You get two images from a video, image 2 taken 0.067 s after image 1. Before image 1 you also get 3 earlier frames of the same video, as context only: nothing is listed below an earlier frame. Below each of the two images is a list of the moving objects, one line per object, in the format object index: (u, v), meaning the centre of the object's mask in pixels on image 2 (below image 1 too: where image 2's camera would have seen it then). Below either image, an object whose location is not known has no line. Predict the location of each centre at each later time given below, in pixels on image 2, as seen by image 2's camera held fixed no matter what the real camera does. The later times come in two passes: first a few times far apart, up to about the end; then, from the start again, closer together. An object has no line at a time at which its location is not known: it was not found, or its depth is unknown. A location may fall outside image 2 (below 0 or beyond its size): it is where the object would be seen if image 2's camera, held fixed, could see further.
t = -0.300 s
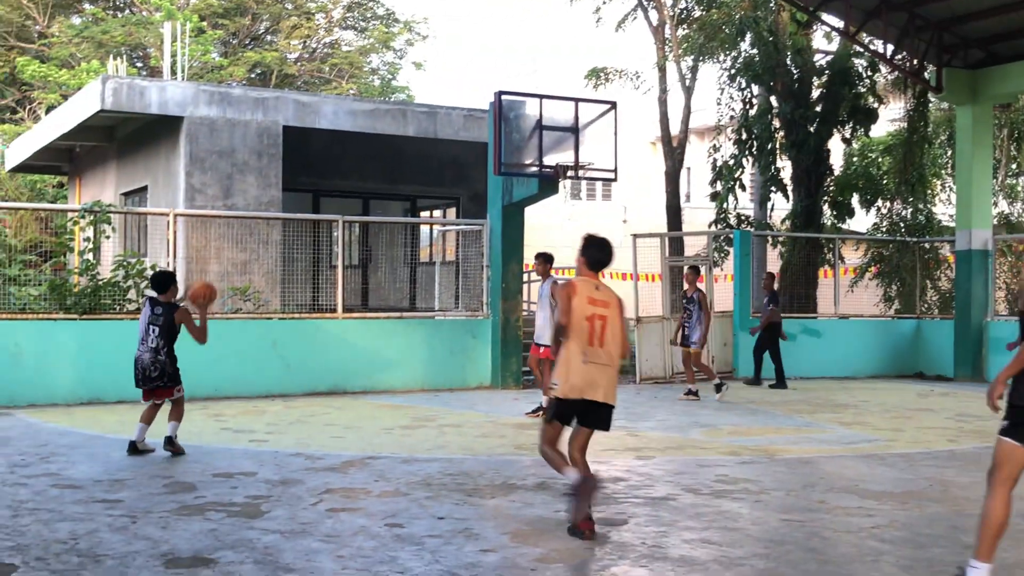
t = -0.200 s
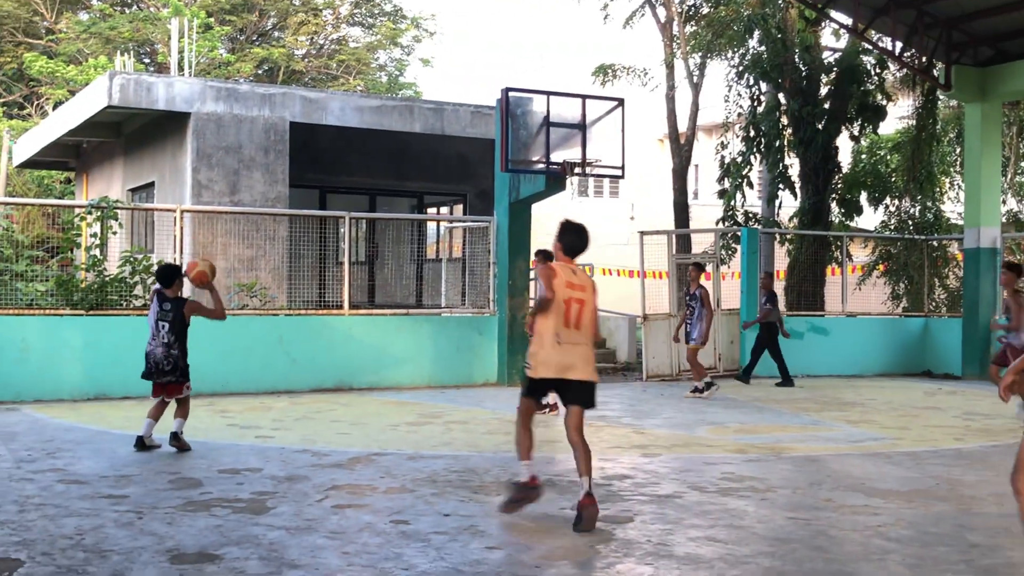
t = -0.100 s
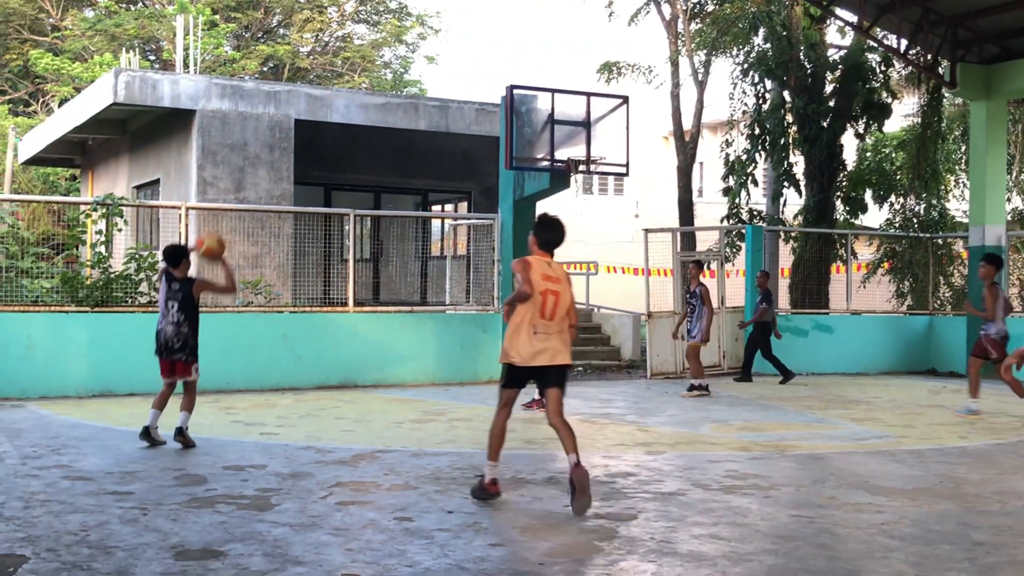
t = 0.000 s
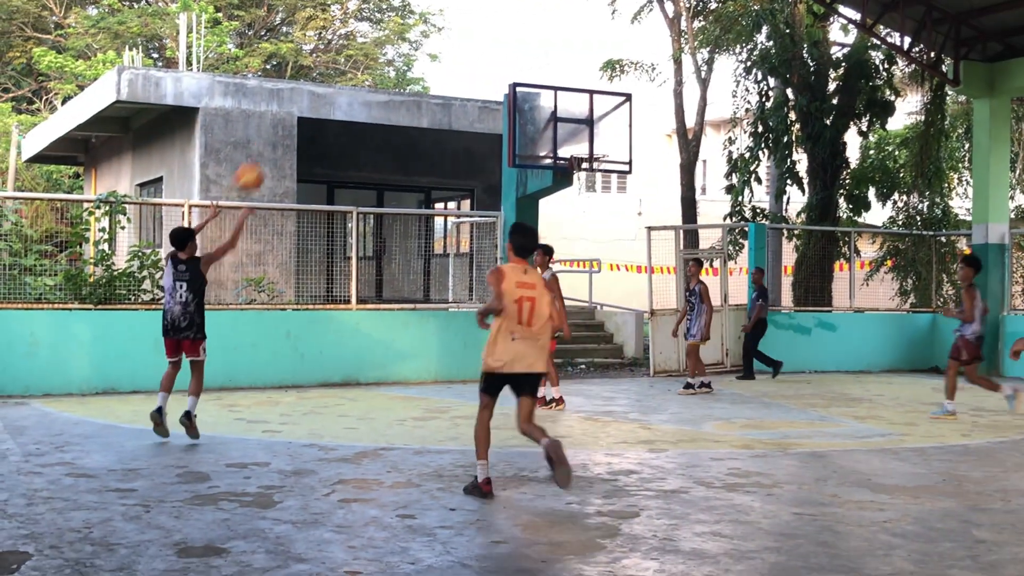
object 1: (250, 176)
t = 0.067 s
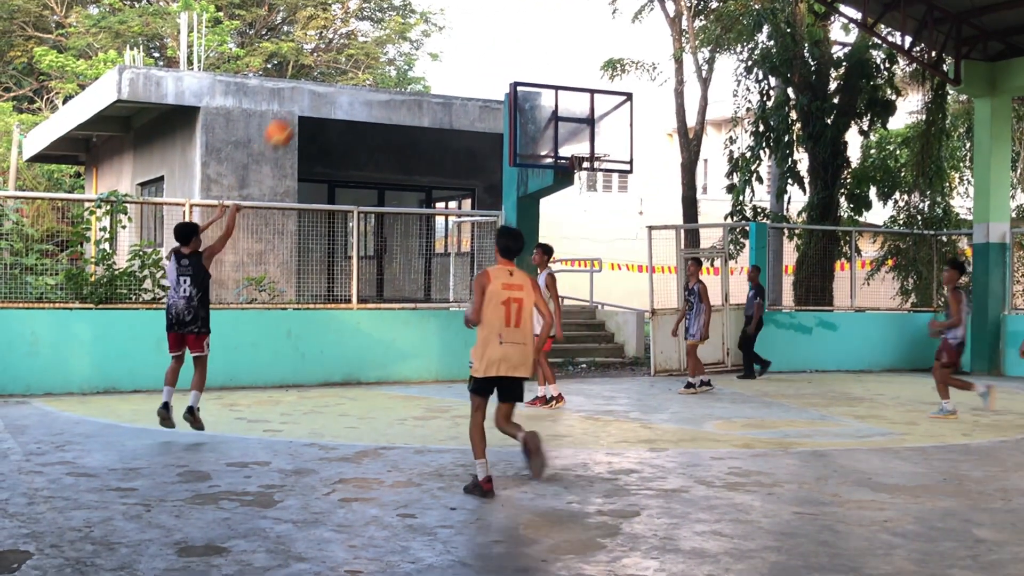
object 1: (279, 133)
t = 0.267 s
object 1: (354, 44)
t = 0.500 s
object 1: (429, 7)
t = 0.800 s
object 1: (508, 30)
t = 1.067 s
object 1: (565, 109)
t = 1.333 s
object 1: (606, 165)
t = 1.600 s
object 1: (596, 179)
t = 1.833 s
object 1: (579, 199)
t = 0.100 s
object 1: (292, 114)
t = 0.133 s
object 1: (305, 97)
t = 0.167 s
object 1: (318, 81)
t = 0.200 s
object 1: (329, 68)
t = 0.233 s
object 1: (342, 54)
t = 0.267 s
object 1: (354, 44)
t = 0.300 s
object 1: (365, 34)
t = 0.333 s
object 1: (377, 27)
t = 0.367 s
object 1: (388, 19)
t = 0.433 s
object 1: (409, 10)
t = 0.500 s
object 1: (429, 7)
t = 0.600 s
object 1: (457, 7)
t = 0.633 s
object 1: (466, 8)
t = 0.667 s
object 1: (475, 9)
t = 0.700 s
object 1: (484, 13)
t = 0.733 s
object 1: (492, 18)
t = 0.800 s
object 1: (508, 30)
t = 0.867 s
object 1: (523, 45)
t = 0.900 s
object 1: (531, 54)
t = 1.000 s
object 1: (552, 85)
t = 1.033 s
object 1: (559, 96)
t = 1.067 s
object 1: (565, 109)
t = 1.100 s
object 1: (571, 122)
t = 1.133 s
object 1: (578, 134)
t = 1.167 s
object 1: (584, 149)
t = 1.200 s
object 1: (590, 158)
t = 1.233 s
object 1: (597, 163)
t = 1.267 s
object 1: (604, 168)
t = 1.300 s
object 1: (606, 167)
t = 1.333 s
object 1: (606, 165)
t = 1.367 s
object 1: (607, 164)
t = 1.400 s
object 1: (607, 164)
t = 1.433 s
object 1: (606, 165)
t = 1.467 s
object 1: (605, 167)
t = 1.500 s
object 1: (603, 170)
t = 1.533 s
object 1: (601, 174)
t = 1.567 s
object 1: (600, 176)
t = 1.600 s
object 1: (596, 179)
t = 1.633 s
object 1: (594, 182)
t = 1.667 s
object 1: (592, 184)
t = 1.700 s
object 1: (589, 187)
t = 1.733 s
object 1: (586, 188)
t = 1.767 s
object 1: (584, 191)
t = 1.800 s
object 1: (581, 195)
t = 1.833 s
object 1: (579, 199)
